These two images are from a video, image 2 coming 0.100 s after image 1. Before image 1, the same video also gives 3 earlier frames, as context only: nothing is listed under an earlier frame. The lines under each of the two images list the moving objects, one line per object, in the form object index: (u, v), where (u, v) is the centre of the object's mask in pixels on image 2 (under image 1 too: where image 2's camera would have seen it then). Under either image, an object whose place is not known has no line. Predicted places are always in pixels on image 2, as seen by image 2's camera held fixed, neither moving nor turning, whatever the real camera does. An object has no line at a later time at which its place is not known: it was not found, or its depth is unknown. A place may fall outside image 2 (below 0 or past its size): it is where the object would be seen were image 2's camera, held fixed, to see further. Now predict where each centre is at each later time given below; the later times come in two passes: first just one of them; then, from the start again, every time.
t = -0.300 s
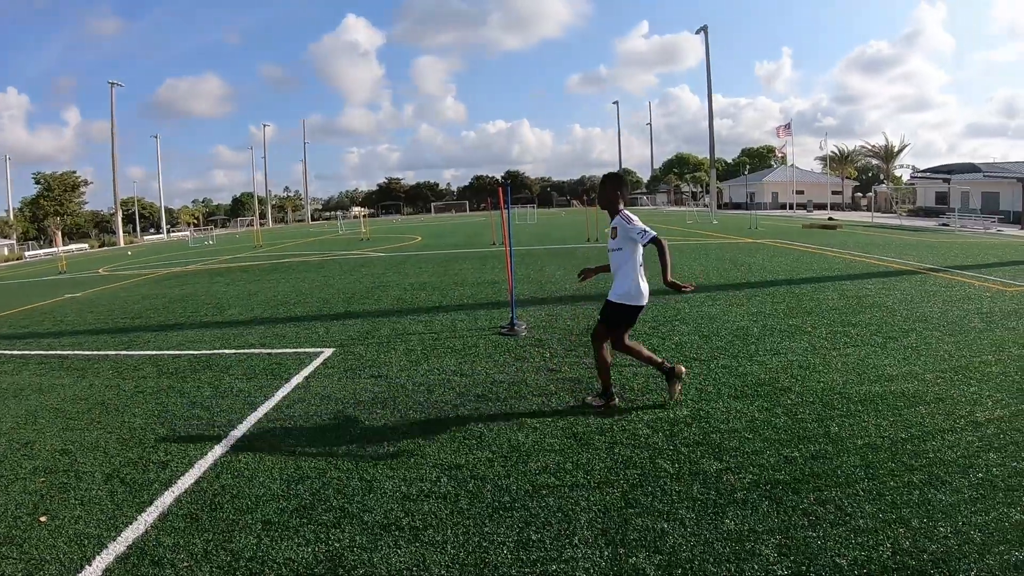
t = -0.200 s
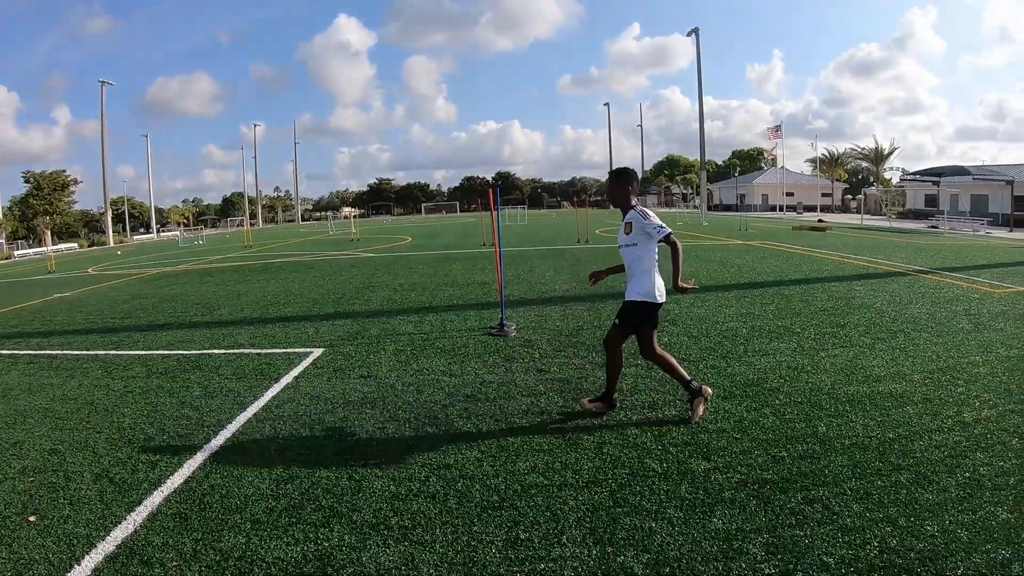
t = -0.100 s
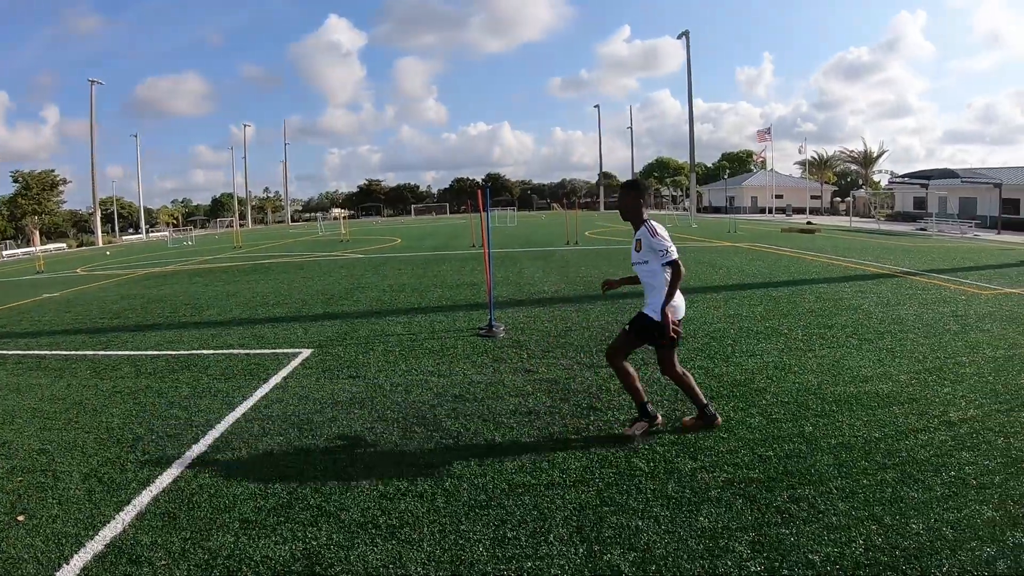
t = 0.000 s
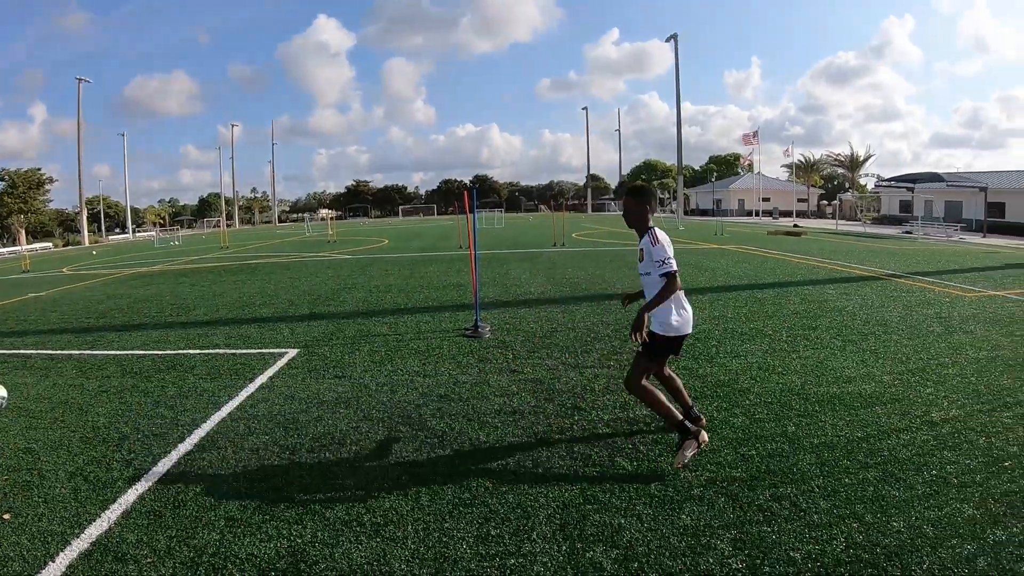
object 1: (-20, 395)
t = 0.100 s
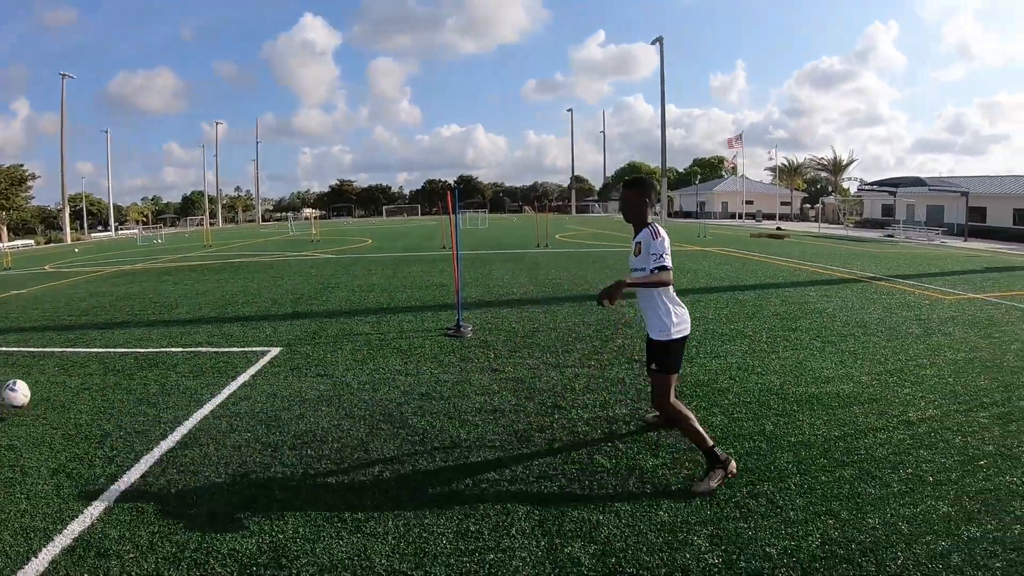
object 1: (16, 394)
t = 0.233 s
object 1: (82, 387)
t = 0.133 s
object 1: (32, 389)
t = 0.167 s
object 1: (47, 387)
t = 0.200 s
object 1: (64, 386)
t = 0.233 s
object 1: (82, 387)
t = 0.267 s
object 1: (101, 389)
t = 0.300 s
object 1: (121, 394)
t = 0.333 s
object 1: (141, 399)
